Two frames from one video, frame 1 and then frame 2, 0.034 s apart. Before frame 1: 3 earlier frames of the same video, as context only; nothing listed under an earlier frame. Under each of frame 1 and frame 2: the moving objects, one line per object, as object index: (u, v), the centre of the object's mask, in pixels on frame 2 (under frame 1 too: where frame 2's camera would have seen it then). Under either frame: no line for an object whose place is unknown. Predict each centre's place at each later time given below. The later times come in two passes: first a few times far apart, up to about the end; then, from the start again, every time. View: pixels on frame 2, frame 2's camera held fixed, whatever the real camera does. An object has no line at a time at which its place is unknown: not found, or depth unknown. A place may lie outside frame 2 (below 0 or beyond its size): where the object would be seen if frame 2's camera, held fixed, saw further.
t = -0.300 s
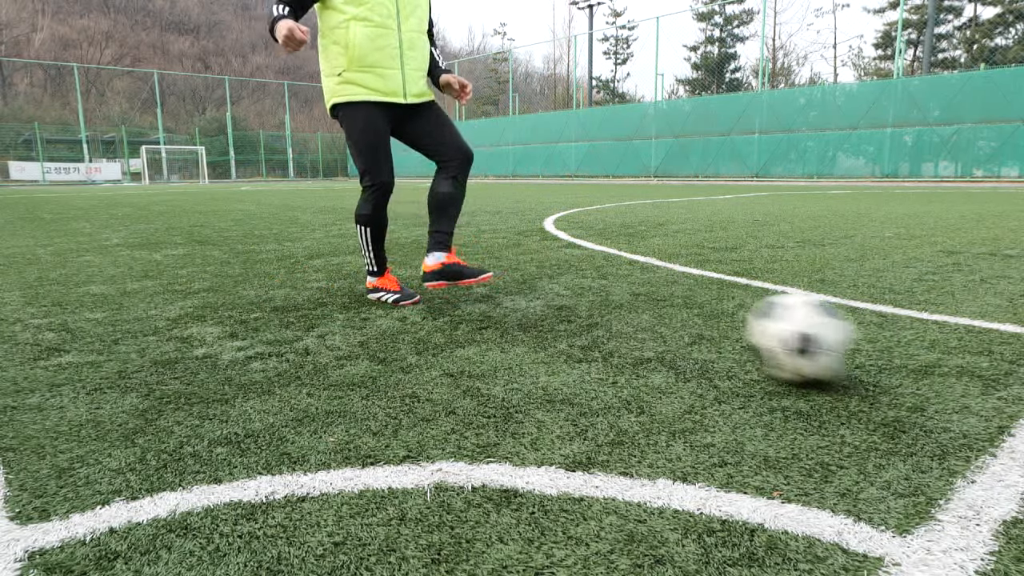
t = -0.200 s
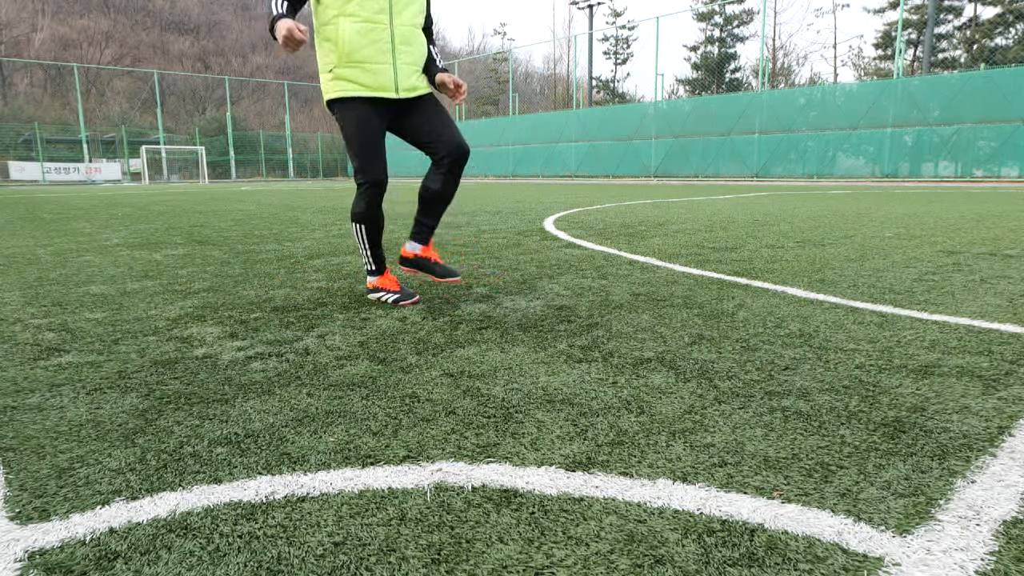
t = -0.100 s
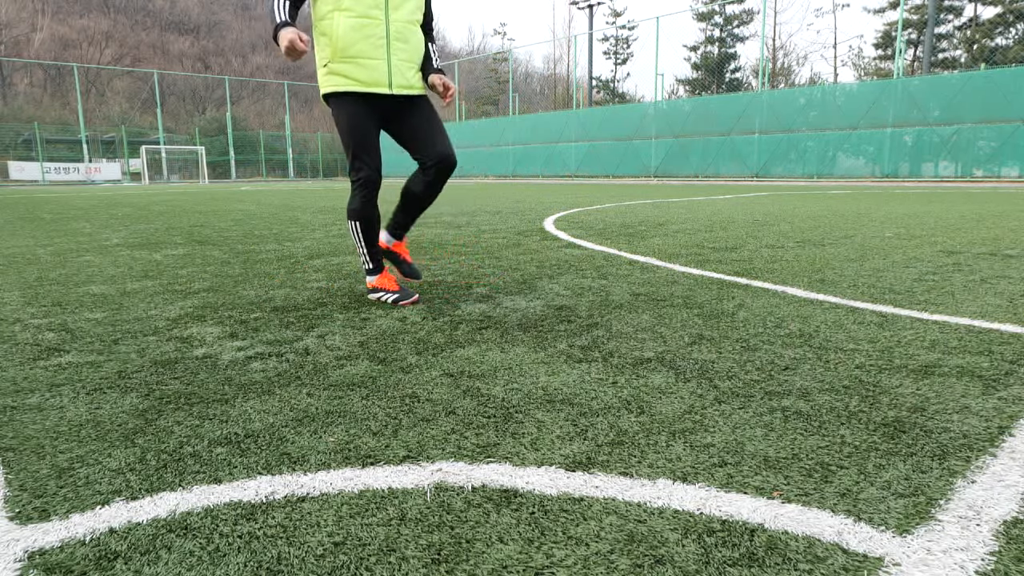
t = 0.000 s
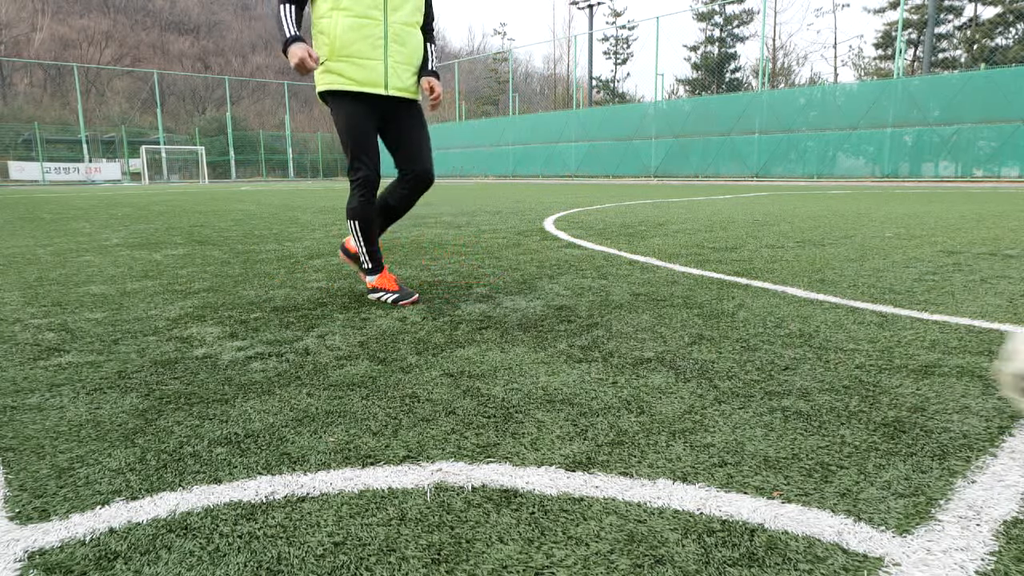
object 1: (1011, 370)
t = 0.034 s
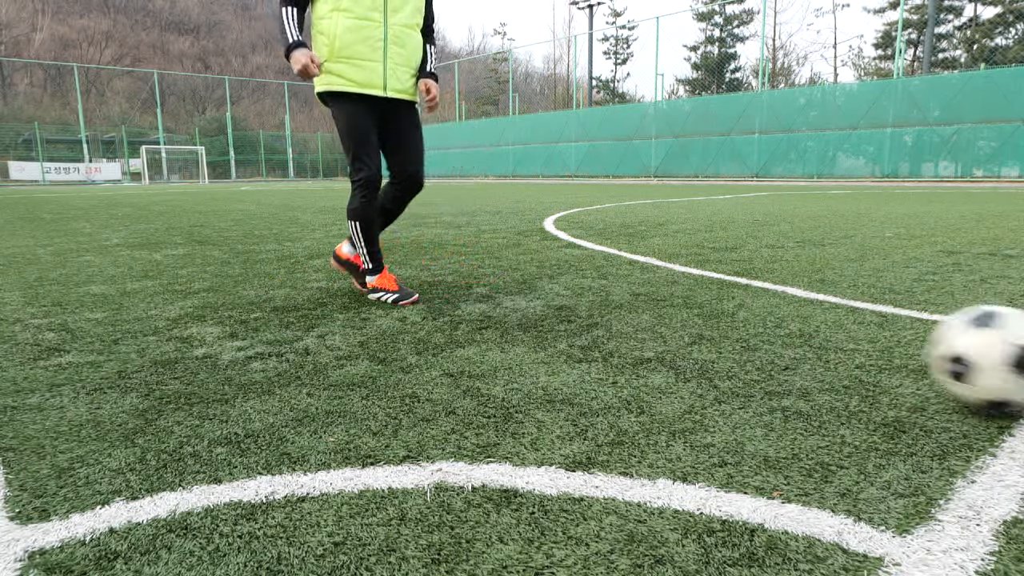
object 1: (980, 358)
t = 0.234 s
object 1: (729, 309)
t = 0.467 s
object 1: (609, 282)
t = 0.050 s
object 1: (959, 352)
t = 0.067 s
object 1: (928, 349)
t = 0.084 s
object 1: (898, 347)
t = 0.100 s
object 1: (871, 343)
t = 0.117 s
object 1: (851, 335)
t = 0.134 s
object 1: (831, 328)
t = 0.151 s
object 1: (812, 322)
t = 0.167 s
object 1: (794, 317)
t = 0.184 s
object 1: (777, 314)
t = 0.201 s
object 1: (760, 312)
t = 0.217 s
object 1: (745, 310)
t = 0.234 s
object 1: (729, 309)
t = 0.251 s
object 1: (716, 310)
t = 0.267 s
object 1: (706, 306)
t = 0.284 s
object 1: (696, 300)
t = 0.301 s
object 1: (687, 297)
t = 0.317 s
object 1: (678, 295)
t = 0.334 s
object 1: (669, 293)
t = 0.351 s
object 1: (661, 293)
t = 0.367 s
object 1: (653, 293)
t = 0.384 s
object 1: (645, 294)
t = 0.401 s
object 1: (637, 293)
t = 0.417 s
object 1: (630, 290)
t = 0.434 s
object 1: (622, 286)
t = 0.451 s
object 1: (615, 284)
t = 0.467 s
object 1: (609, 282)
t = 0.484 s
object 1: (602, 281)
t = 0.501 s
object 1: (595, 281)
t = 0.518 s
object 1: (589, 282)
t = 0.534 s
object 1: (583, 281)
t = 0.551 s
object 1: (577, 278)
